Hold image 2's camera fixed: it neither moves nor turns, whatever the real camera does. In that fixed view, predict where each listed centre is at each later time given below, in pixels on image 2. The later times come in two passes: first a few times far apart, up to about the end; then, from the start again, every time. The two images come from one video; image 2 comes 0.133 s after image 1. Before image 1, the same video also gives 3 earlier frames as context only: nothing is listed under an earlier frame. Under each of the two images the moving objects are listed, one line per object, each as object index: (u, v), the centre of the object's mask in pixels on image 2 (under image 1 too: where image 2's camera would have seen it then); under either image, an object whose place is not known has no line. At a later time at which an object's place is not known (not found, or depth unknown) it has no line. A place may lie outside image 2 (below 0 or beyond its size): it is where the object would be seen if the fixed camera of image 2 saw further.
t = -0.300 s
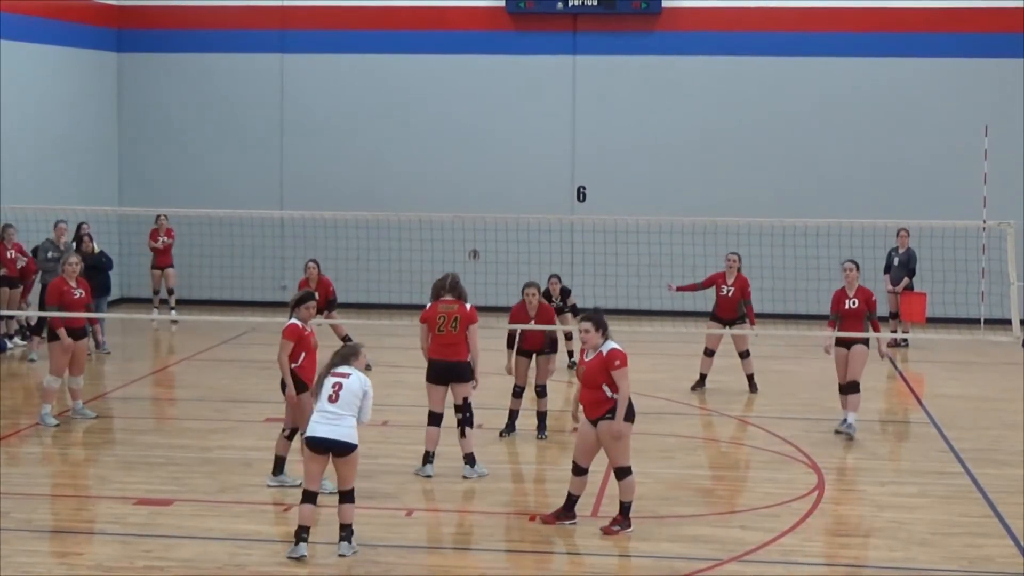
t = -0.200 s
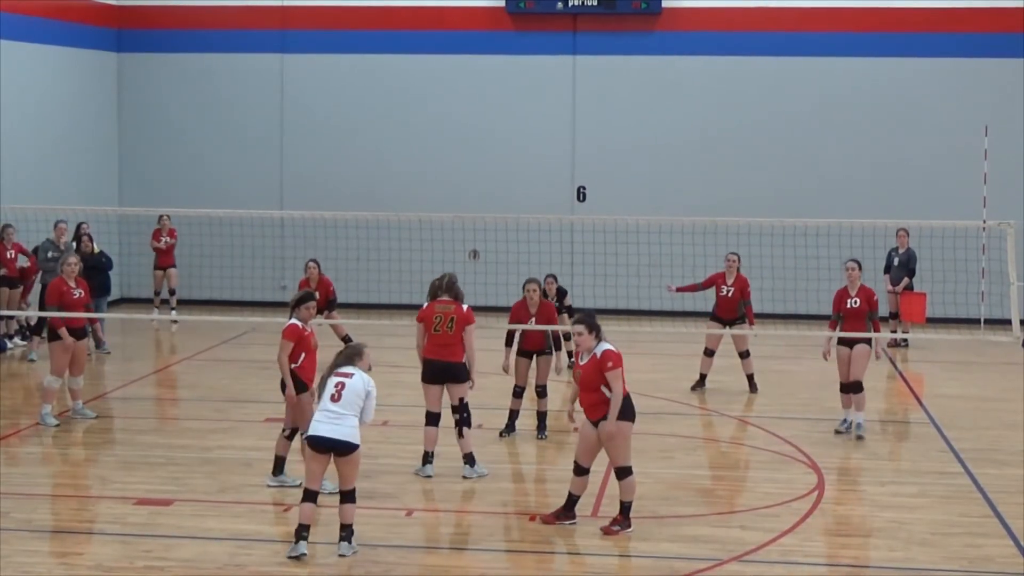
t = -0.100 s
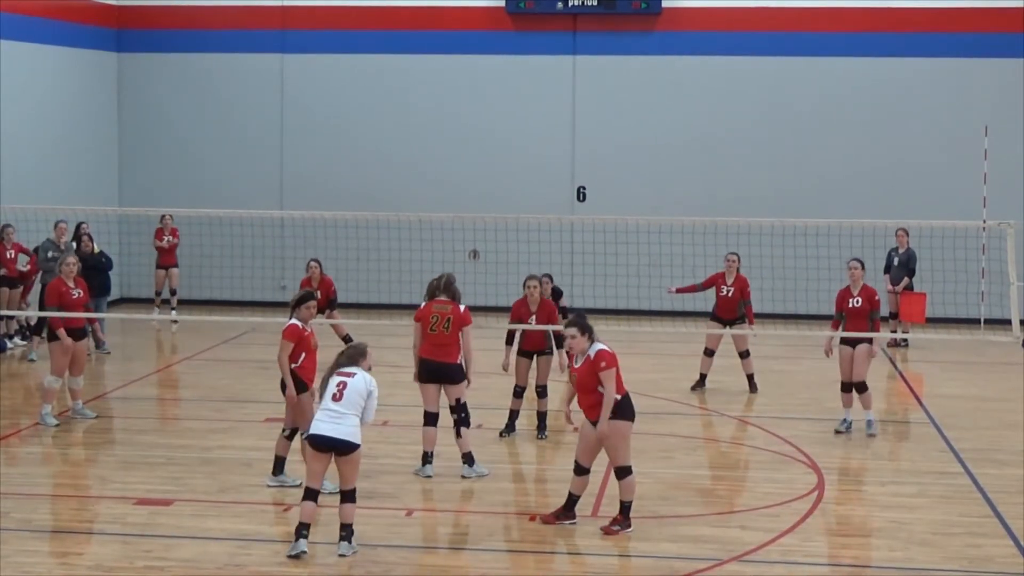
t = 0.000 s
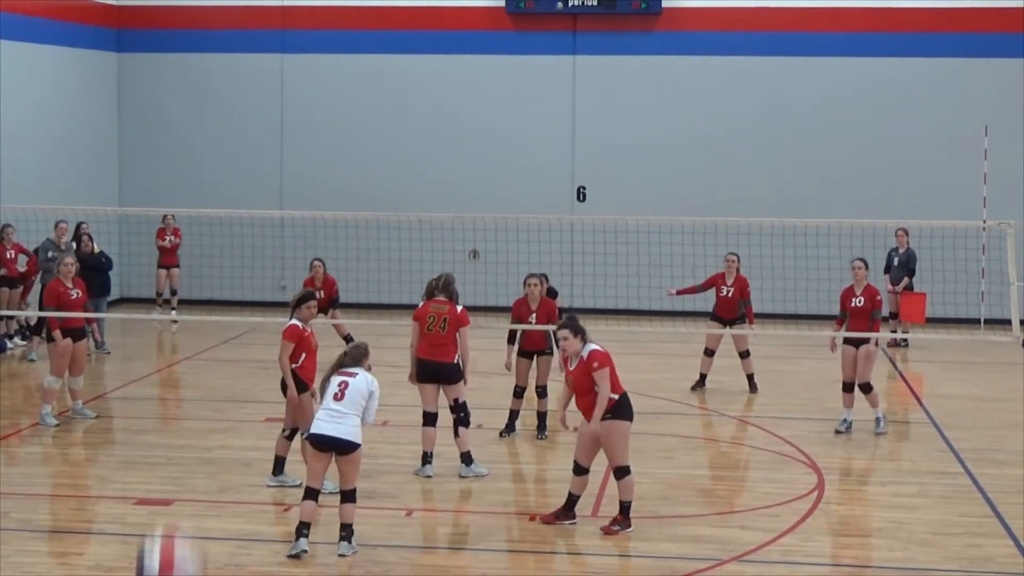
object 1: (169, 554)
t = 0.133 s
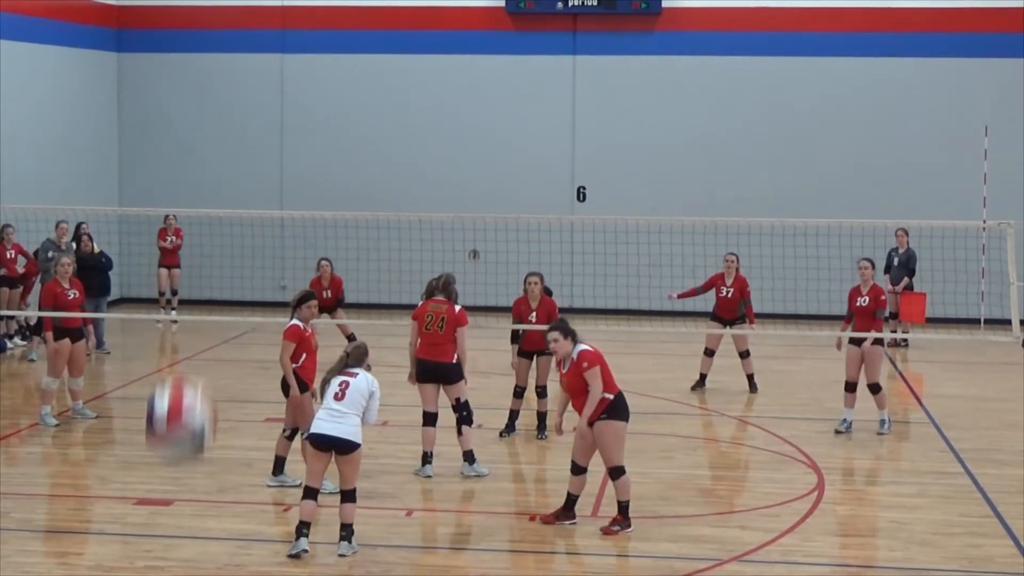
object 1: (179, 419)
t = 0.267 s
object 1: (192, 324)
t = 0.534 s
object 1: (214, 314)
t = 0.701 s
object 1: (227, 419)
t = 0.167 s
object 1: (183, 391)
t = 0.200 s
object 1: (186, 364)
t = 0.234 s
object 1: (189, 342)
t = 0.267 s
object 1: (192, 324)
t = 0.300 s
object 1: (195, 310)
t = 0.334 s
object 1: (197, 301)
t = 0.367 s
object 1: (200, 295)
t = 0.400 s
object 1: (203, 292)
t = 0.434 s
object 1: (205, 293)
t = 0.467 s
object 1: (208, 296)
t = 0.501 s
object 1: (211, 303)
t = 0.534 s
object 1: (214, 314)
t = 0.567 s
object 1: (216, 329)
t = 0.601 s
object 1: (219, 347)
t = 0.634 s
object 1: (222, 369)
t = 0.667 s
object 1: (224, 395)
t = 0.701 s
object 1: (227, 419)
